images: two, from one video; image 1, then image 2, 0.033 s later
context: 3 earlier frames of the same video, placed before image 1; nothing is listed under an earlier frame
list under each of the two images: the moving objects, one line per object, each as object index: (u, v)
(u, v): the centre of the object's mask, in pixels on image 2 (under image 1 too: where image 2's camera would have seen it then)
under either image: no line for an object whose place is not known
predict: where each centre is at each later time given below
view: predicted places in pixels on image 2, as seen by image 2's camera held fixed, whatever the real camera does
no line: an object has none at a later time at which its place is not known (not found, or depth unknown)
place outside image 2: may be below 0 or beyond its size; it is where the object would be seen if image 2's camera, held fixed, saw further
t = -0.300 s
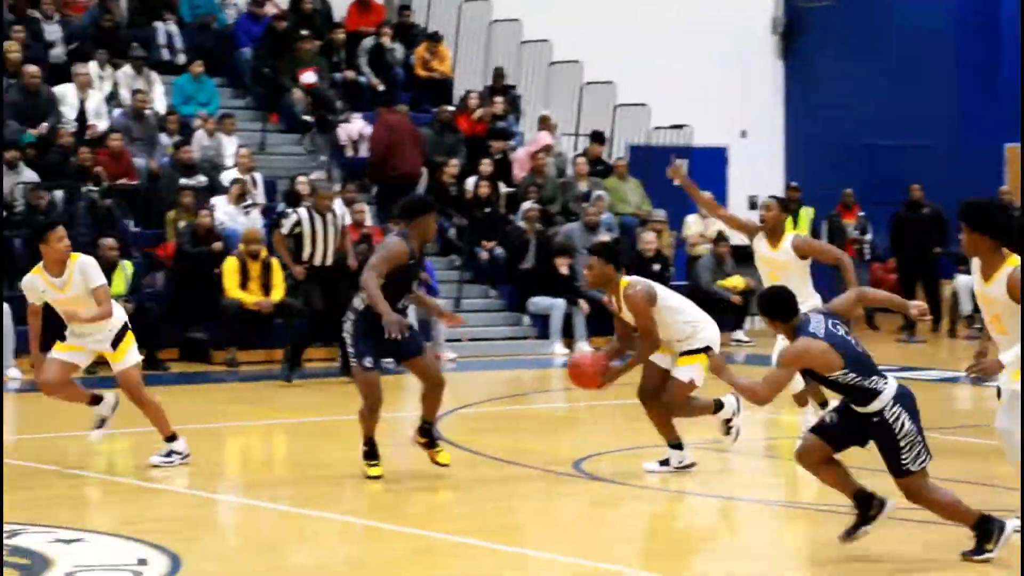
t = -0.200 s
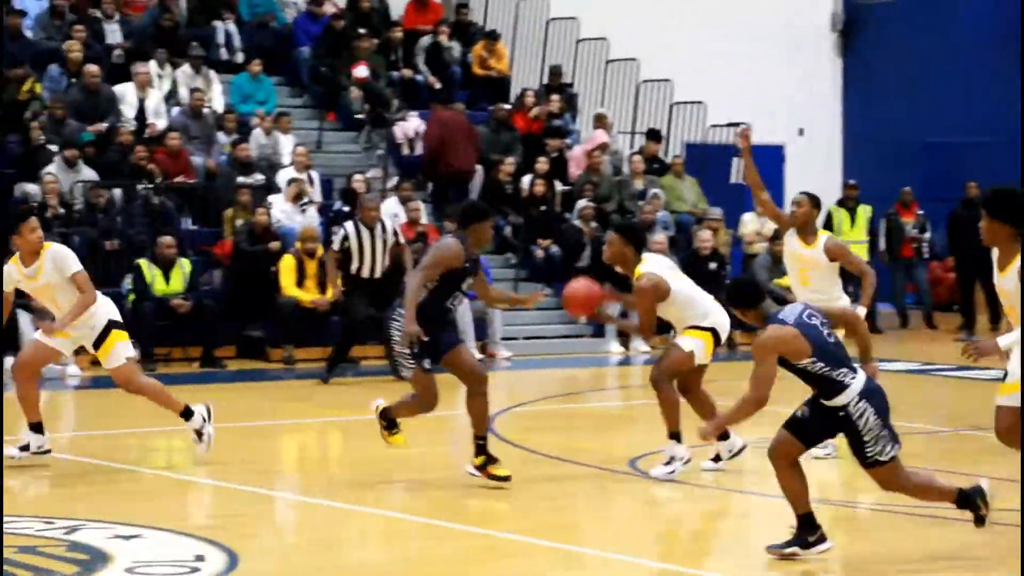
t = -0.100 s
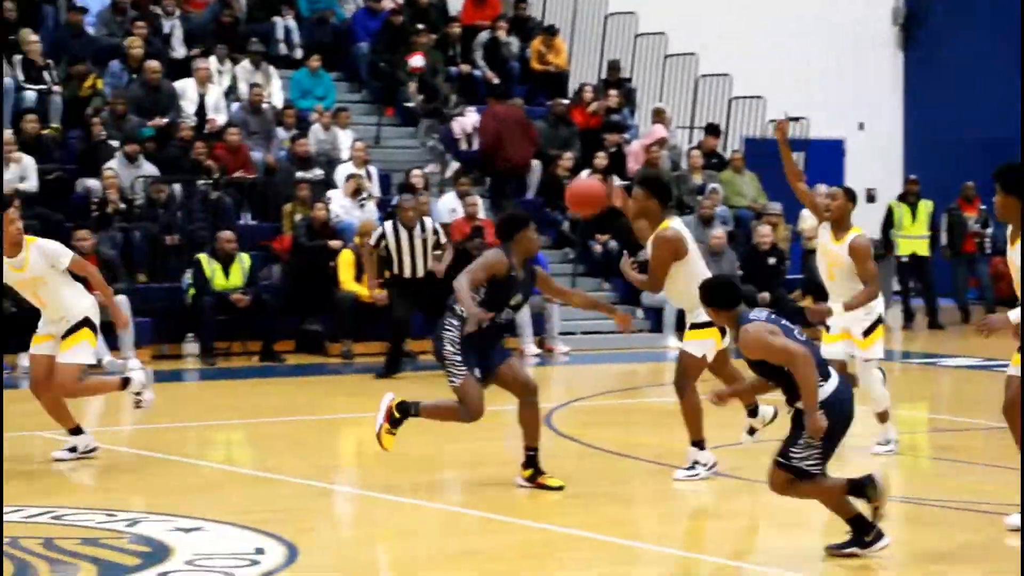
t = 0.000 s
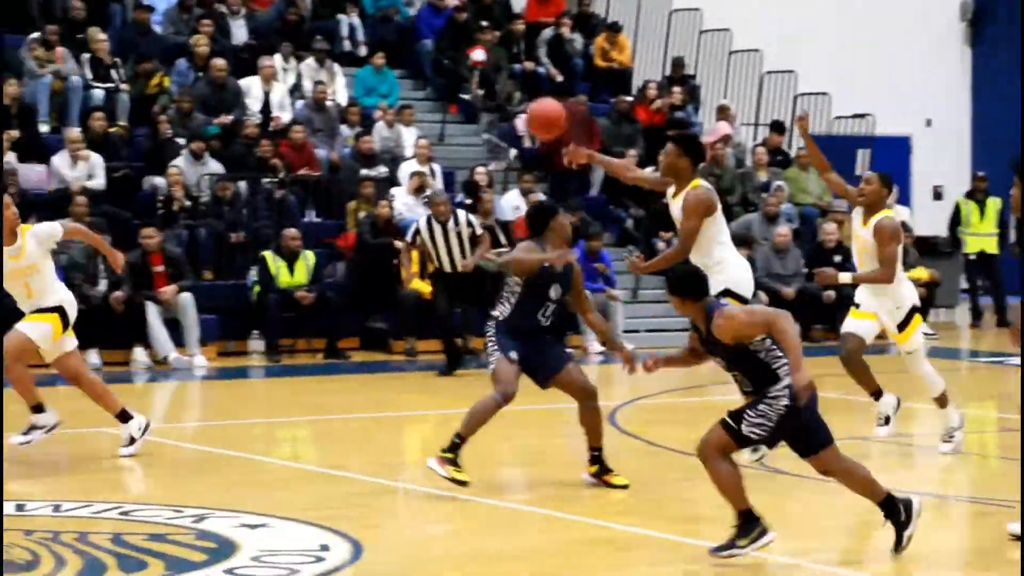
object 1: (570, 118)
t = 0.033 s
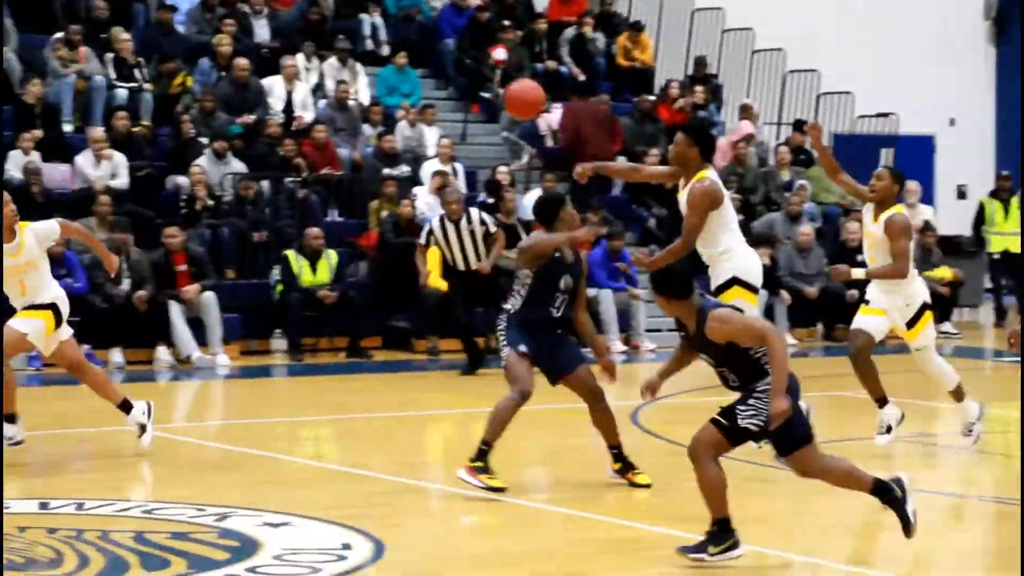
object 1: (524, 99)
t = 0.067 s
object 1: (481, 83)
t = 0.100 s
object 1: (438, 68)
